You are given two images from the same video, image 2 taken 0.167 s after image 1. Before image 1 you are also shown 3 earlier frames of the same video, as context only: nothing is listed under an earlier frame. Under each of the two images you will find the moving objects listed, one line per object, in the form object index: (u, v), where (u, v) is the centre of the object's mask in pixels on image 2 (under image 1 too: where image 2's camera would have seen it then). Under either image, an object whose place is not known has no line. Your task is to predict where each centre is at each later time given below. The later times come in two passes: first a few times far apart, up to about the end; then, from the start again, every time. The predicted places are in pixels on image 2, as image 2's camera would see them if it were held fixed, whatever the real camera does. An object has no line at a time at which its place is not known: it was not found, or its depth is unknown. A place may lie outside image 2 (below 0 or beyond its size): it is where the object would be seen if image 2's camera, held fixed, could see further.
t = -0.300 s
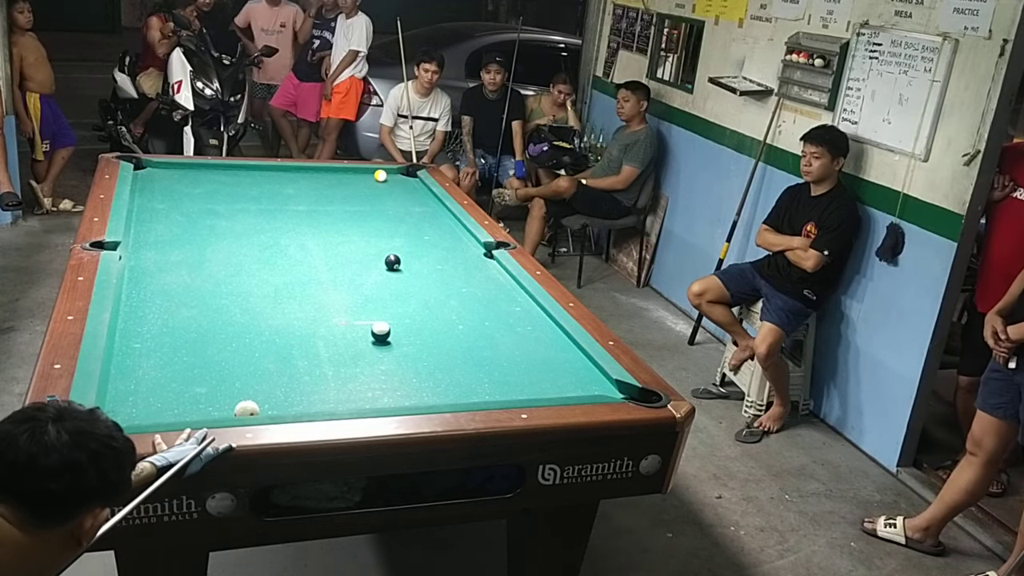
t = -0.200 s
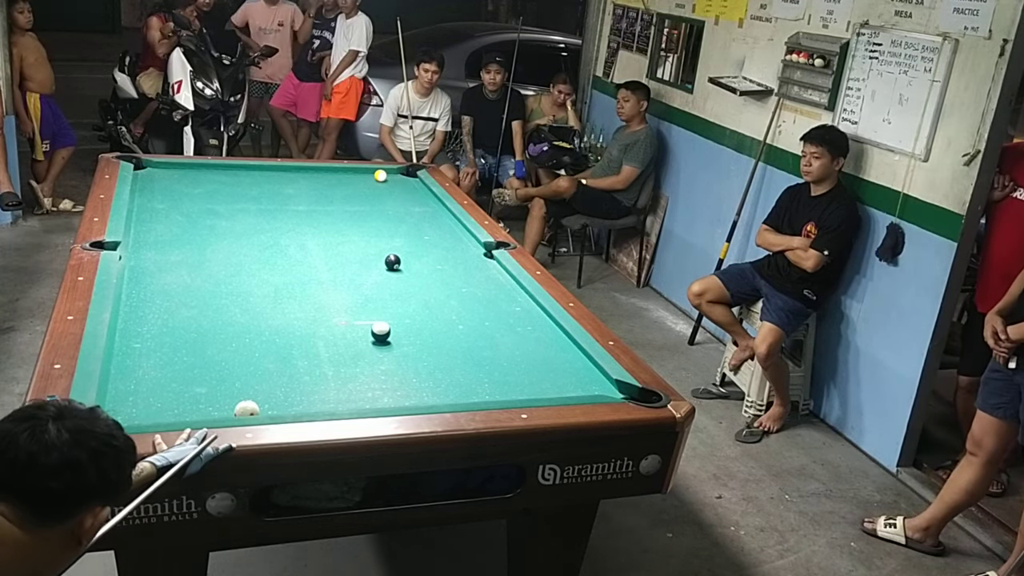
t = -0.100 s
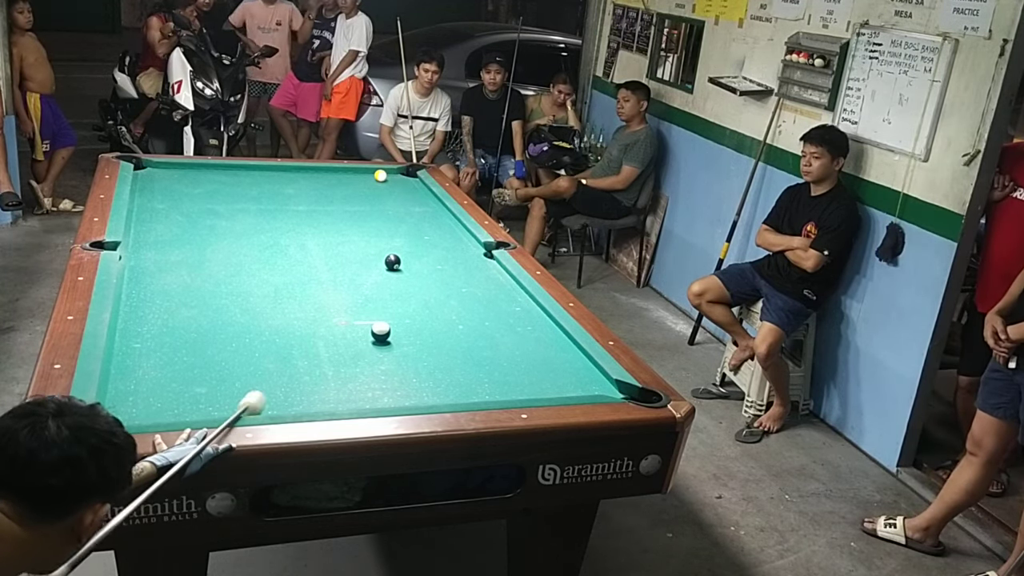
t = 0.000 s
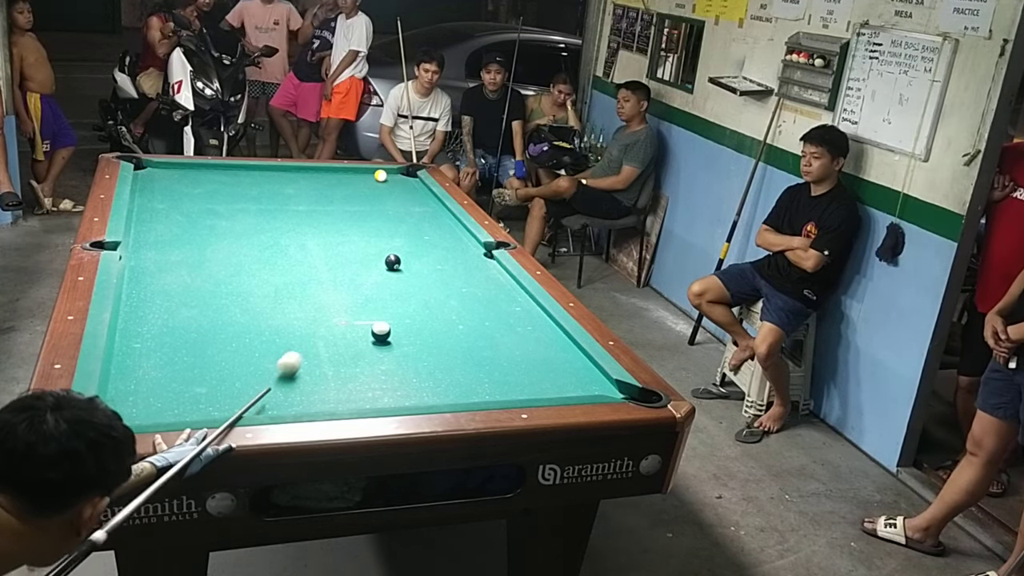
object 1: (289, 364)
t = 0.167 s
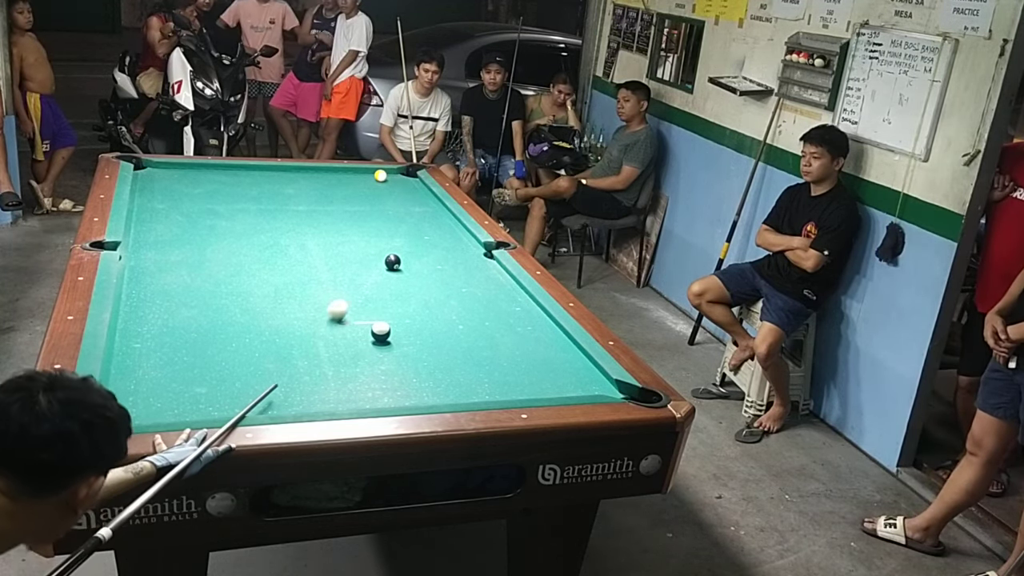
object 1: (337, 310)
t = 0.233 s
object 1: (353, 292)
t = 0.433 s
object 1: (362, 253)
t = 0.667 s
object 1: (333, 223)
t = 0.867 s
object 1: (314, 200)
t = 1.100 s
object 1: (295, 178)
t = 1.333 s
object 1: (287, 174)
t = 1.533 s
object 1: (287, 184)
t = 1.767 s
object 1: (288, 198)
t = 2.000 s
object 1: (288, 211)
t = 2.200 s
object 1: (288, 225)
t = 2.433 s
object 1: (289, 241)
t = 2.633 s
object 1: (290, 257)
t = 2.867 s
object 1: (290, 276)
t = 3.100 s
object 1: (292, 297)
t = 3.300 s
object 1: (293, 317)
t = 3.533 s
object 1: (294, 341)
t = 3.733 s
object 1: (295, 365)
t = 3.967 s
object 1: (297, 395)
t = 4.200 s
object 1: (293, 401)
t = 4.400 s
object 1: (286, 385)
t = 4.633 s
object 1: (279, 367)
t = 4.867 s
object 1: (272, 352)
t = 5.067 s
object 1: (267, 340)
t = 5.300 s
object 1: (261, 328)
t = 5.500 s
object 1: (256, 318)
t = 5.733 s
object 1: (251, 308)
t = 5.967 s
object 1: (247, 299)
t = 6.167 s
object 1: (244, 292)
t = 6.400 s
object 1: (240, 285)
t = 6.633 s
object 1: (237, 278)
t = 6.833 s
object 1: (234, 273)
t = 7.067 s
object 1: (231, 267)
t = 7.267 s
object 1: (229, 263)
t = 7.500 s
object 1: (227, 259)
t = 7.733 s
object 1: (225, 255)
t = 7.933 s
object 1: (224, 253)
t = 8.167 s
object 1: (223, 250)
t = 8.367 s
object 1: (221, 248)
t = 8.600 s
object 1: (220, 246)
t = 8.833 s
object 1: (220, 245)
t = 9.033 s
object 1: (220, 244)
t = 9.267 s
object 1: (220, 243)
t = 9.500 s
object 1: (220, 243)
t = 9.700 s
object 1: (220, 243)
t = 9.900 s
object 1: (220, 243)
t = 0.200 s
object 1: (345, 301)
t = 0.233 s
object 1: (353, 292)
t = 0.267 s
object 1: (360, 284)
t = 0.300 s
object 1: (367, 277)
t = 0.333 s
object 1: (374, 269)
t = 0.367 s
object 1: (377, 263)
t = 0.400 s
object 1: (369, 258)
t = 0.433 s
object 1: (362, 253)
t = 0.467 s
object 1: (357, 249)
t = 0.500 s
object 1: (352, 244)
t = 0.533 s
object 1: (348, 240)
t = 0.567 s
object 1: (344, 235)
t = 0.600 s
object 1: (340, 231)
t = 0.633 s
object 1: (337, 227)
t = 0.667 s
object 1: (333, 223)
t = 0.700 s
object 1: (330, 219)
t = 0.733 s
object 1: (327, 215)
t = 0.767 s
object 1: (323, 211)
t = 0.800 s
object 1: (320, 207)
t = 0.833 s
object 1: (317, 204)
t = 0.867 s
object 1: (314, 200)
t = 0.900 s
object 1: (311, 197)
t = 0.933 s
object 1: (309, 193)
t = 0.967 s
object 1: (306, 190)
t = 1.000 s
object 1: (303, 187)
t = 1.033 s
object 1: (301, 184)
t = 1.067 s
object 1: (298, 181)
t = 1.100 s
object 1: (295, 178)
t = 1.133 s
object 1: (293, 175)
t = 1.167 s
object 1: (291, 172)
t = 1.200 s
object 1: (288, 169)
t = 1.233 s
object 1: (287, 169)
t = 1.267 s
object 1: (287, 170)
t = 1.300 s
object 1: (287, 172)
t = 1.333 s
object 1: (287, 174)
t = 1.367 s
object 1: (288, 176)
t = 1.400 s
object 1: (288, 177)
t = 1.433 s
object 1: (287, 179)
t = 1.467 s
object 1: (287, 181)
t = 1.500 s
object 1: (287, 183)
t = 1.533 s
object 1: (287, 184)
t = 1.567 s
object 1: (288, 186)
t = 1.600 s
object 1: (287, 188)
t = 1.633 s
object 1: (288, 190)
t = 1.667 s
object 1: (288, 192)
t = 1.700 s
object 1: (288, 194)
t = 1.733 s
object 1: (288, 196)
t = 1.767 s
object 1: (288, 198)
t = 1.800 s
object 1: (288, 199)
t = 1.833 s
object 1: (288, 201)
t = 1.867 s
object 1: (288, 203)
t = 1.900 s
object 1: (288, 205)
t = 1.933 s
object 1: (288, 207)
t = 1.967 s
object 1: (288, 210)
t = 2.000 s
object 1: (288, 211)
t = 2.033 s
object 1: (288, 214)
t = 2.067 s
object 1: (288, 216)
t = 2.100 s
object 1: (288, 218)
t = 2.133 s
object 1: (288, 220)
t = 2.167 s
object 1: (288, 223)
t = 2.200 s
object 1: (288, 225)
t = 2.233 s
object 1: (289, 227)
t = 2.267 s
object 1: (289, 229)
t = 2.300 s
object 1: (289, 232)
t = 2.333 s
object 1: (289, 234)
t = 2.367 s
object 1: (289, 236)
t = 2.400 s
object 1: (289, 239)
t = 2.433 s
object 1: (289, 241)
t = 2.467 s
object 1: (289, 244)
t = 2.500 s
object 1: (289, 246)
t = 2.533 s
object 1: (289, 249)
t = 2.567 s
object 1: (290, 251)
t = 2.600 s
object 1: (289, 254)
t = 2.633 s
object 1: (290, 257)
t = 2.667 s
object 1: (290, 259)
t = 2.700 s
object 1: (290, 262)
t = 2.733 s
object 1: (290, 265)
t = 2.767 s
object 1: (290, 268)
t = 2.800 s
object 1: (290, 270)
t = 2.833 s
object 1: (290, 273)
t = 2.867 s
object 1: (290, 276)
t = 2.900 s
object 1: (291, 279)
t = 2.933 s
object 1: (291, 282)
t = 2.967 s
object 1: (291, 285)
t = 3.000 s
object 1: (291, 288)
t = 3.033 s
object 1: (291, 291)
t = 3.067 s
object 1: (291, 294)
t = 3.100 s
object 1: (292, 297)
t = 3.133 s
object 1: (292, 300)
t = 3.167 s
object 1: (292, 304)
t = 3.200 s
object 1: (292, 307)
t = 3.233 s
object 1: (292, 310)
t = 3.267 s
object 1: (292, 313)
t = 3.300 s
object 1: (293, 317)
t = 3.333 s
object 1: (293, 320)
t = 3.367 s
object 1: (293, 324)
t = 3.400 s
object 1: (293, 327)
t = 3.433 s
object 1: (293, 331)
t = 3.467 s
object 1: (294, 334)
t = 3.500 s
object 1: (294, 338)
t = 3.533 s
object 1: (294, 341)
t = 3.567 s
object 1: (294, 345)
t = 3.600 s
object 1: (294, 349)
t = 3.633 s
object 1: (294, 353)
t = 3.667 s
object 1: (295, 357)
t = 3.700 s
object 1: (295, 361)
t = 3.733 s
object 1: (295, 365)
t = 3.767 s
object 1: (295, 369)
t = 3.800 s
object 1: (295, 373)
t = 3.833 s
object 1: (296, 377)
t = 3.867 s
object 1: (296, 381)
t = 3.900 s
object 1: (296, 386)
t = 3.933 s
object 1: (296, 390)
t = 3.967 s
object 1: (297, 395)
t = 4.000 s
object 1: (297, 399)
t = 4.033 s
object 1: (297, 402)
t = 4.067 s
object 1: (297, 405)
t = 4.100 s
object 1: (297, 406)
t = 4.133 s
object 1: (296, 404)
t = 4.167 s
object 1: (295, 403)
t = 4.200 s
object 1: (293, 401)
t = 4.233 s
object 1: (292, 398)
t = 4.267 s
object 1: (290, 395)
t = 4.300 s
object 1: (289, 393)
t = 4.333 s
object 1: (288, 390)
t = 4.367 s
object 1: (287, 387)
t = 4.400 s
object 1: (286, 385)
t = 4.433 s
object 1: (285, 382)
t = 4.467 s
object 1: (284, 379)
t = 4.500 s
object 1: (283, 377)
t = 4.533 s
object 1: (282, 374)
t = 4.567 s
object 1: (281, 372)
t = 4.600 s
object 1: (280, 370)
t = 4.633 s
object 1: (279, 367)
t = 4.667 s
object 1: (278, 365)
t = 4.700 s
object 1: (277, 363)
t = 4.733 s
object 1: (276, 361)
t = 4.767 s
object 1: (275, 358)
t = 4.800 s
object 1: (274, 356)
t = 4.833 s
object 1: (273, 354)
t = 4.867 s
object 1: (272, 352)
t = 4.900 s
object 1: (272, 350)
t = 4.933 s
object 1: (271, 348)
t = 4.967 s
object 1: (269, 346)
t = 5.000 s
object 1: (268, 344)
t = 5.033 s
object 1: (268, 342)
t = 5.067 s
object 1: (267, 340)
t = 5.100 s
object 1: (266, 338)
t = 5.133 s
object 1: (265, 336)
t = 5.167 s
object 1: (264, 335)
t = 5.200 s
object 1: (263, 333)
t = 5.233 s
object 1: (262, 331)
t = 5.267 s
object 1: (262, 330)
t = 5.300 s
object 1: (261, 328)
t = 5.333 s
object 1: (260, 326)
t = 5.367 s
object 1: (259, 324)
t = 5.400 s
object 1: (258, 323)
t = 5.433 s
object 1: (258, 321)
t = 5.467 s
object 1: (257, 320)
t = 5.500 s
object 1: (256, 318)
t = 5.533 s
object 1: (255, 317)
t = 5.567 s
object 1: (255, 315)
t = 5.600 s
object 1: (254, 314)
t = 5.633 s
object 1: (253, 313)
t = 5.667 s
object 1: (253, 311)
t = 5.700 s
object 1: (252, 310)
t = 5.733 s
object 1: (251, 308)
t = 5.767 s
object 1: (251, 307)
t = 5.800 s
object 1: (250, 305)
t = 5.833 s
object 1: (250, 304)
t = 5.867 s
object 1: (249, 303)
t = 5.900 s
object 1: (248, 301)
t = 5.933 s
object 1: (248, 300)
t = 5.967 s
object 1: (247, 299)
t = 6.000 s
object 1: (247, 298)
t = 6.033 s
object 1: (246, 297)
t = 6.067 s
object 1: (245, 295)
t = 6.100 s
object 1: (245, 294)
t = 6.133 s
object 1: (244, 293)
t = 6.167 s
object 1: (244, 292)
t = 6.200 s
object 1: (243, 291)
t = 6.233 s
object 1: (243, 290)
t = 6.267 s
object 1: (242, 289)
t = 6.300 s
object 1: (242, 288)
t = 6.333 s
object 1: (241, 286)
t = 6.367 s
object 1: (240, 286)
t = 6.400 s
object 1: (240, 285)
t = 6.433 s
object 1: (240, 284)
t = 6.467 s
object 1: (239, 283)
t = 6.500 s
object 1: (239, 282)
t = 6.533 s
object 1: (238, 281)
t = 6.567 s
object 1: (238, 280)
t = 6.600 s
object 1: (237, 279)
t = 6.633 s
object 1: (237, 278)
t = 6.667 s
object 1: (236, 277)
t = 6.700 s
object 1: (235, 276)
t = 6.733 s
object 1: (235, 275)
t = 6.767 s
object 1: (235, 275)
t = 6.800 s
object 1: (234, 274)
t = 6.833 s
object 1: (234, 273)
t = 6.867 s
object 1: (233, 272)
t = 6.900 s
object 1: (233, 271)
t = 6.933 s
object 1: (232, 270)
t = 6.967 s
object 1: (232, 270)
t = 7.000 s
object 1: (232, 269)
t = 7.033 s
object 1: (231, 268)
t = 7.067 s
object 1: (231, 267)
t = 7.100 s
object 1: (231, 267)
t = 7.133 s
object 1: (230, 266)
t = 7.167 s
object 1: (230, 265)
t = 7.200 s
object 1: (230, 265)
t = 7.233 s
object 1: (229, 264)
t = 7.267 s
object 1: (229, 263)
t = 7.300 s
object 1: (228, 263)
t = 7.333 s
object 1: (228, 262)
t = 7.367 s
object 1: (228, 262)
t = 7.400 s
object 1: (228, 261)
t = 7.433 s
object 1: (227, 260)
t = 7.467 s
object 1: (227, 260)
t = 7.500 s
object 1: (227, 259)
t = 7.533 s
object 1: (226, 258)
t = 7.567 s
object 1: (226, 258)
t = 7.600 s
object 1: (226, 257)
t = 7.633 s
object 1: (226, 257)
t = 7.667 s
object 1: (226, 257)
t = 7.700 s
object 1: (226, 256)
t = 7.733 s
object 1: (225, 255)
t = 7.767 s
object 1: (225, 255)
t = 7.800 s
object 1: (225, 255)
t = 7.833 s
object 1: (225, 254)
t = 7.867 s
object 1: (224, 254)
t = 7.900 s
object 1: (224, 253)
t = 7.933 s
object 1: (224, 253)
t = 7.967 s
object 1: (224, 252)
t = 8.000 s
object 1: (224, 252)
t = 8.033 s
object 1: (223, 252)
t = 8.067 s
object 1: (223, 251)
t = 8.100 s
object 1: (223, 251)
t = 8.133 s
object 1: (223, 250)
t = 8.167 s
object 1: (223, 250)
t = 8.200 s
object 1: (222, 250)
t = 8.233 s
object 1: (222, 249)
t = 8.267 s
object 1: (222, 249)
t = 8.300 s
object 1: (222, 249)
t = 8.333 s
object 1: (222, 249)
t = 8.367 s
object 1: (221, 248)
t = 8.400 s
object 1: (221, 248)
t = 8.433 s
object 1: (221, 248)
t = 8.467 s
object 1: (221, 247)
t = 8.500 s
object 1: (221, 247)
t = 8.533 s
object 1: (221, 247)
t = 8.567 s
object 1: (220, 247)
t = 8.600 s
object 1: (220, 246)
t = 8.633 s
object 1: (220, 246)
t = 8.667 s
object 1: (220, 246)
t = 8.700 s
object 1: (220, 246)
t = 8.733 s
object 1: (220, 245)
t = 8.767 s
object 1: (220, 245)
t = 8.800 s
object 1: (220, 245)
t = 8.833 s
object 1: (220, 245)
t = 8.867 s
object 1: (220, 245)
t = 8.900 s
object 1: (220, 245)
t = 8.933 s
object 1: (220, 244)
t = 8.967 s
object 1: (220, 244)
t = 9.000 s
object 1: (220, 244)
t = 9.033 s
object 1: (220, 244)
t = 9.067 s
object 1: (220, 244)
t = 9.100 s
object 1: (219, 244)
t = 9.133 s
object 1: (220, 243)
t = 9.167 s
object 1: (220, 243)
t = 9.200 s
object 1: (220, 243)
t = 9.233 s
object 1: (220, 243)
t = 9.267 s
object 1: (220, 243)
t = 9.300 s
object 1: (220, 243)
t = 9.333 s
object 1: (220, 243)
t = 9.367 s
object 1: (220, 243)
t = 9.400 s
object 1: (220, 243)
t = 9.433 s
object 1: (220, 243)
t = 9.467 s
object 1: (220, 243)
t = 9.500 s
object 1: (220, 243)
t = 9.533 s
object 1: (220, 243)
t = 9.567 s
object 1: (220, 243)
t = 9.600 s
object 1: (220, 243)
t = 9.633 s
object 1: (220, 243)
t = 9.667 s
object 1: (220, 243)
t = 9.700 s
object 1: (220, 243)
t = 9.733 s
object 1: (220, 243)
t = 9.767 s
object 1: (220, 243)
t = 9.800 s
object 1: (220, 243)
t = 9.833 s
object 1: (220, 243)
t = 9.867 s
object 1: (220, 243)
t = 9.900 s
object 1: (220, 243)
